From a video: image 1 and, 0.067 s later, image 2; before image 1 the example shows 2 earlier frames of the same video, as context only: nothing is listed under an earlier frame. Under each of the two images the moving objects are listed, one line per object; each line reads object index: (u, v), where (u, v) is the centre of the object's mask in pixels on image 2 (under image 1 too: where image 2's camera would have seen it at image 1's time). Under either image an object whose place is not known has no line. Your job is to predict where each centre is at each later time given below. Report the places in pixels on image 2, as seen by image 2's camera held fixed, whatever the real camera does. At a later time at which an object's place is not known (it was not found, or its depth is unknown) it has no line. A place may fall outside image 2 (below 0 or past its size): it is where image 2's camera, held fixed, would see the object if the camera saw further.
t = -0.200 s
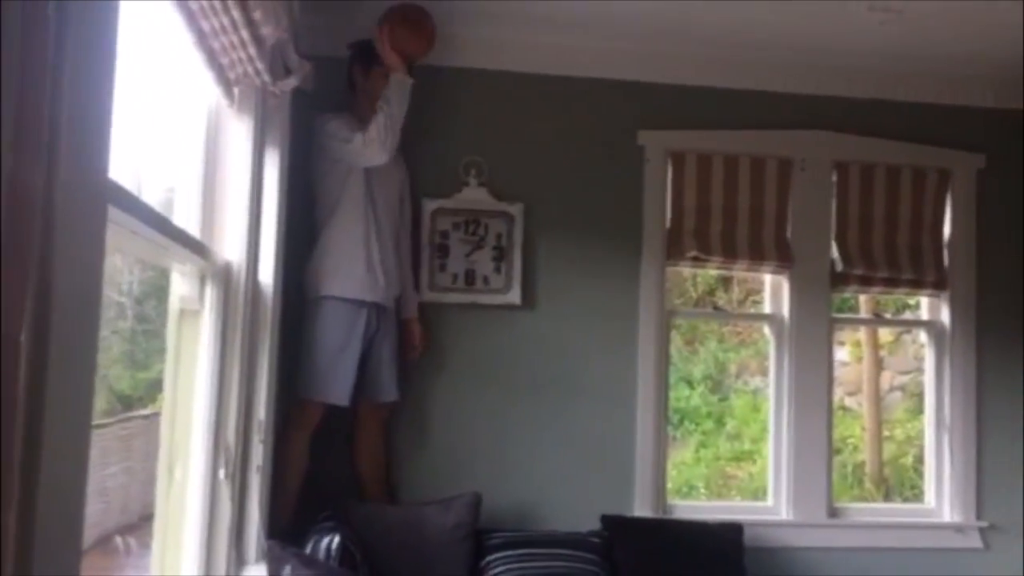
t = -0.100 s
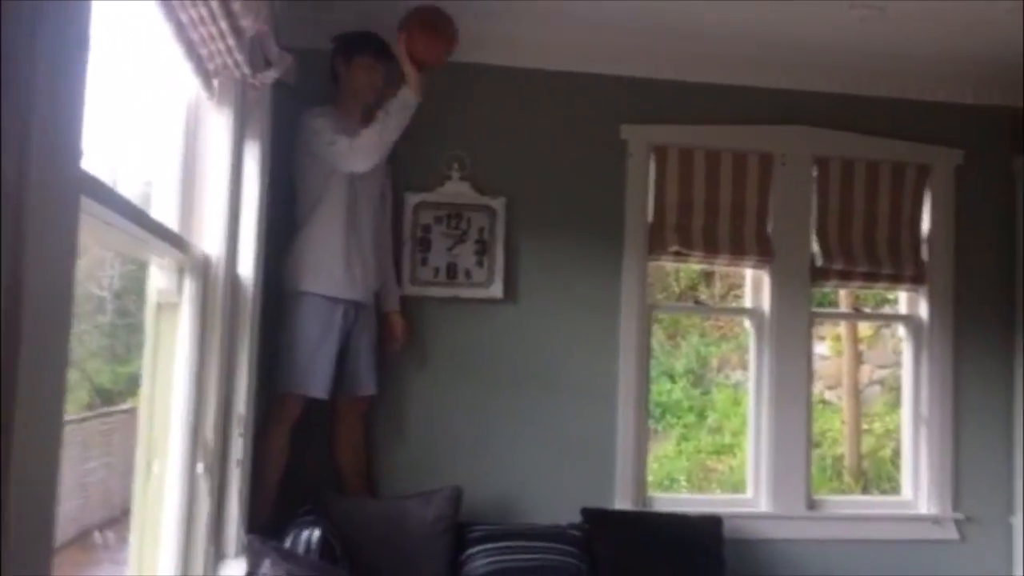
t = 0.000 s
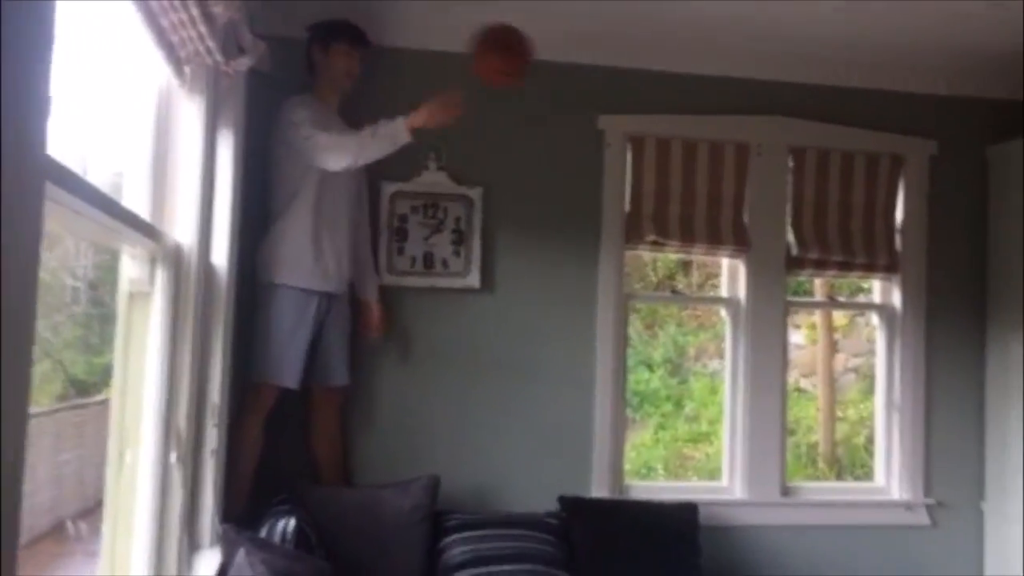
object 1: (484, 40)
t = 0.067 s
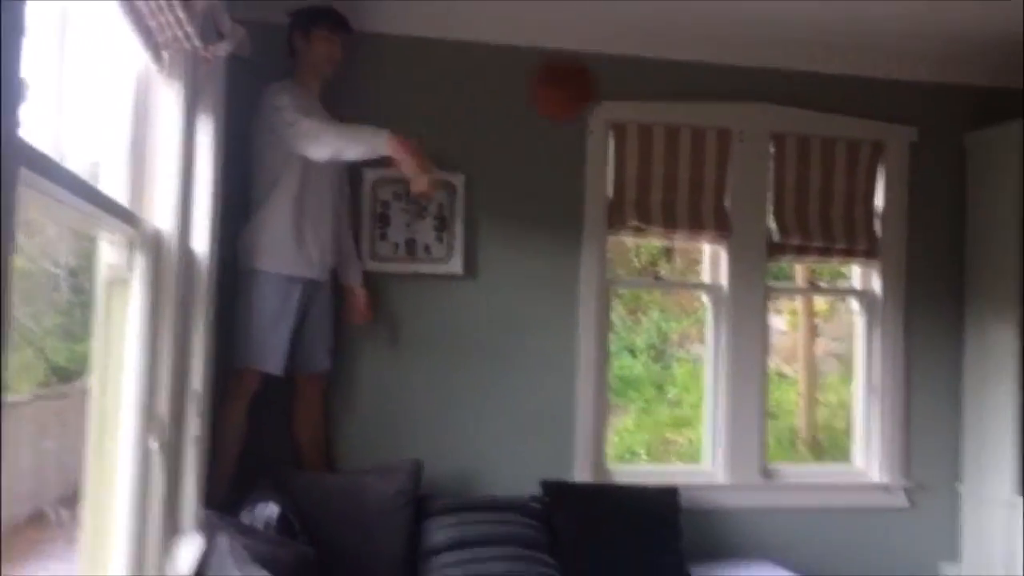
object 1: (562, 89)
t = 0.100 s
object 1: (605, 120)
